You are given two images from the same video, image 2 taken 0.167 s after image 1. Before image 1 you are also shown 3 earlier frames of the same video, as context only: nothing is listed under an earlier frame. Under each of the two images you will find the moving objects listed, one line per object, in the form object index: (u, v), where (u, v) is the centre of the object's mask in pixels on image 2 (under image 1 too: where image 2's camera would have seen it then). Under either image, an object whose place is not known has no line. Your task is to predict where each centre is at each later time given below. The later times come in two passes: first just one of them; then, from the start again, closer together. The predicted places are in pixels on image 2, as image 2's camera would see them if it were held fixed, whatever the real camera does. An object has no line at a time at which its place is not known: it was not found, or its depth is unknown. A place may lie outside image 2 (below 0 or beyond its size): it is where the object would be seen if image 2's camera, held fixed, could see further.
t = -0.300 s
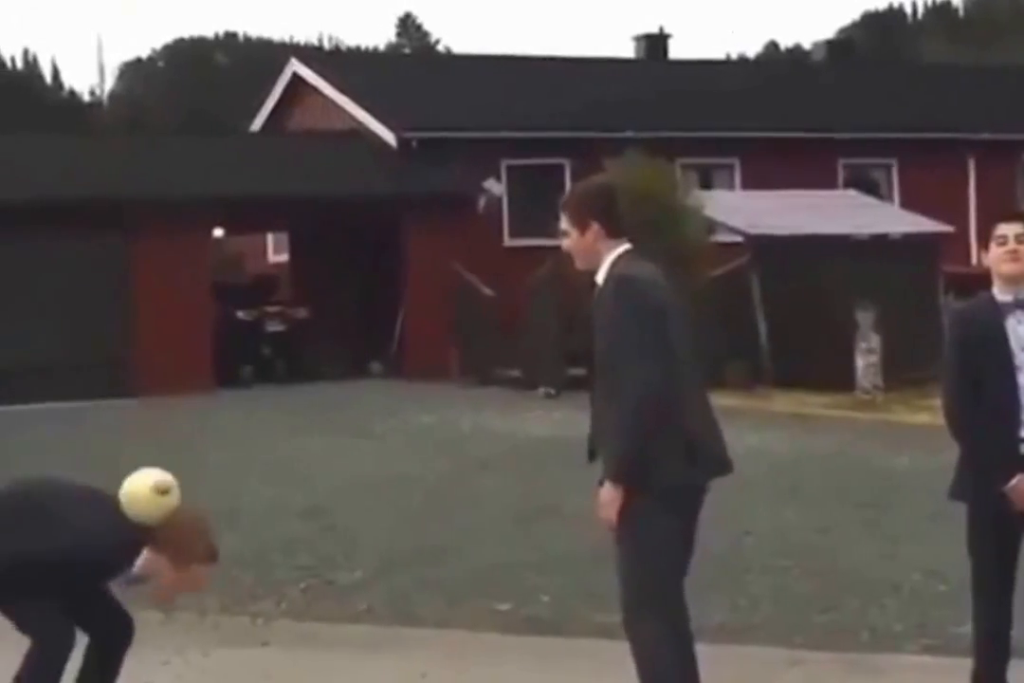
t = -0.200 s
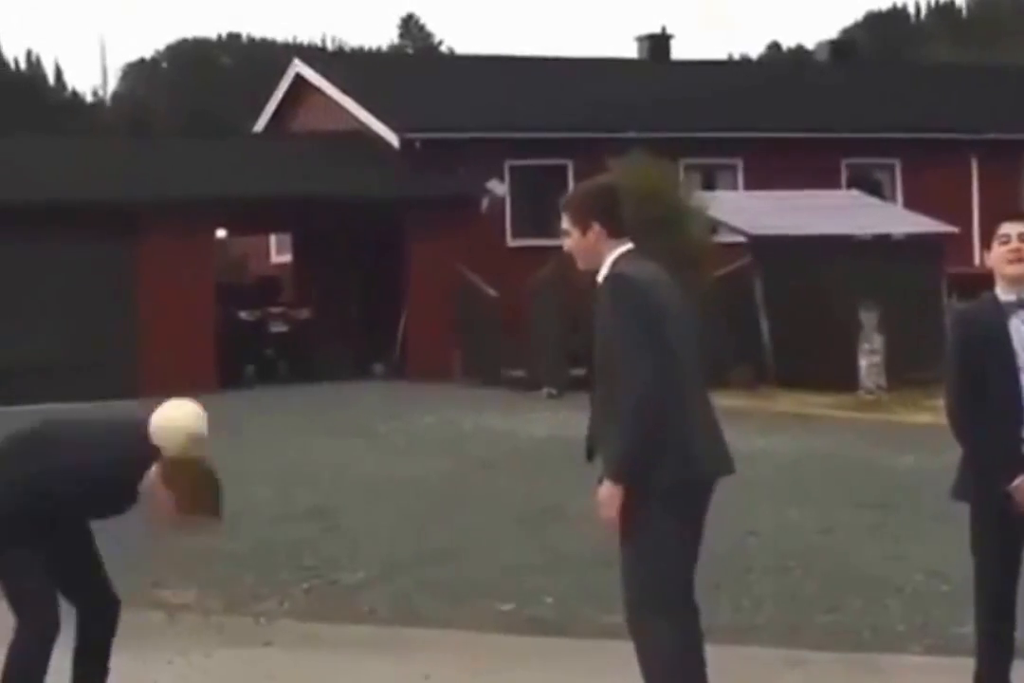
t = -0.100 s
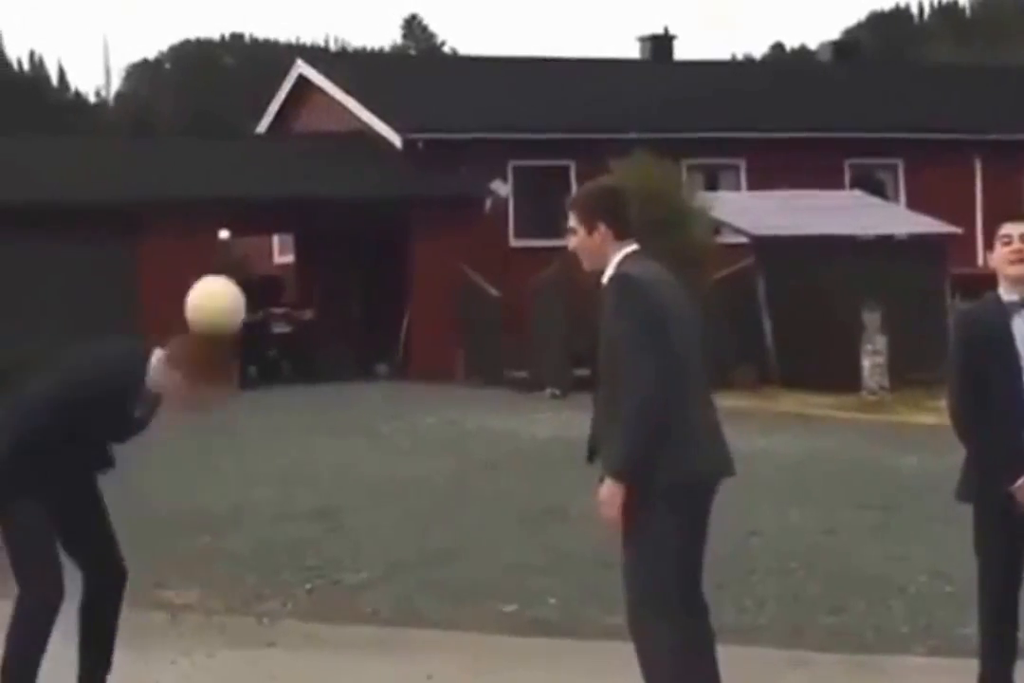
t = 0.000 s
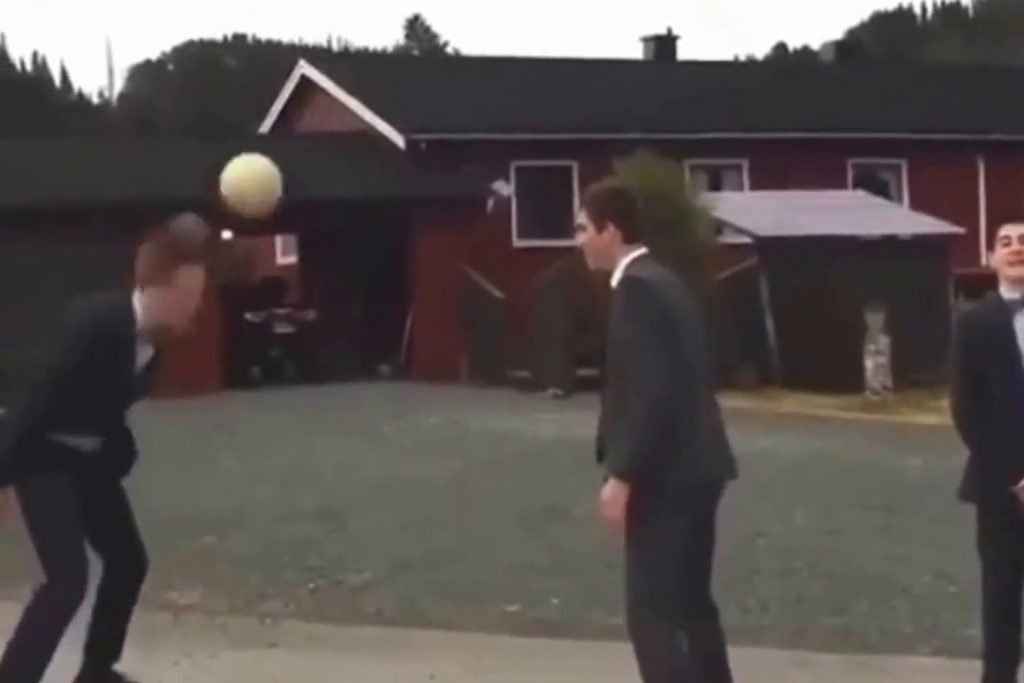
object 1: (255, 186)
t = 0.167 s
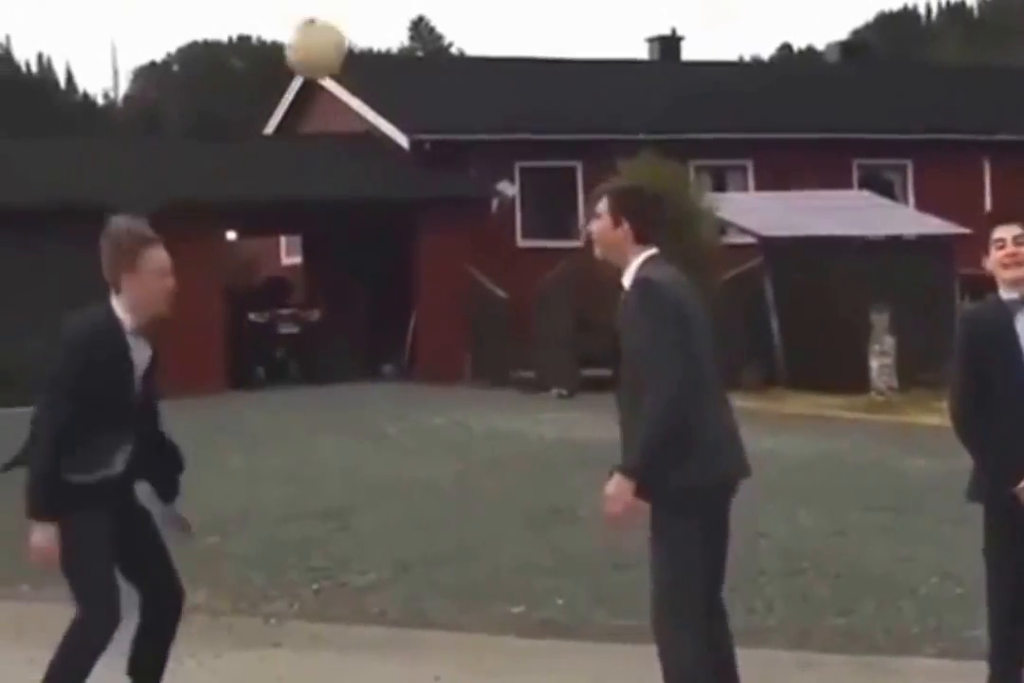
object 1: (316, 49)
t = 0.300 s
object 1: (364, 13)
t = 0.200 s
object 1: (327, 32)
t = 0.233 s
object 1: (339, 23)
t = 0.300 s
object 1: (364, 13)
